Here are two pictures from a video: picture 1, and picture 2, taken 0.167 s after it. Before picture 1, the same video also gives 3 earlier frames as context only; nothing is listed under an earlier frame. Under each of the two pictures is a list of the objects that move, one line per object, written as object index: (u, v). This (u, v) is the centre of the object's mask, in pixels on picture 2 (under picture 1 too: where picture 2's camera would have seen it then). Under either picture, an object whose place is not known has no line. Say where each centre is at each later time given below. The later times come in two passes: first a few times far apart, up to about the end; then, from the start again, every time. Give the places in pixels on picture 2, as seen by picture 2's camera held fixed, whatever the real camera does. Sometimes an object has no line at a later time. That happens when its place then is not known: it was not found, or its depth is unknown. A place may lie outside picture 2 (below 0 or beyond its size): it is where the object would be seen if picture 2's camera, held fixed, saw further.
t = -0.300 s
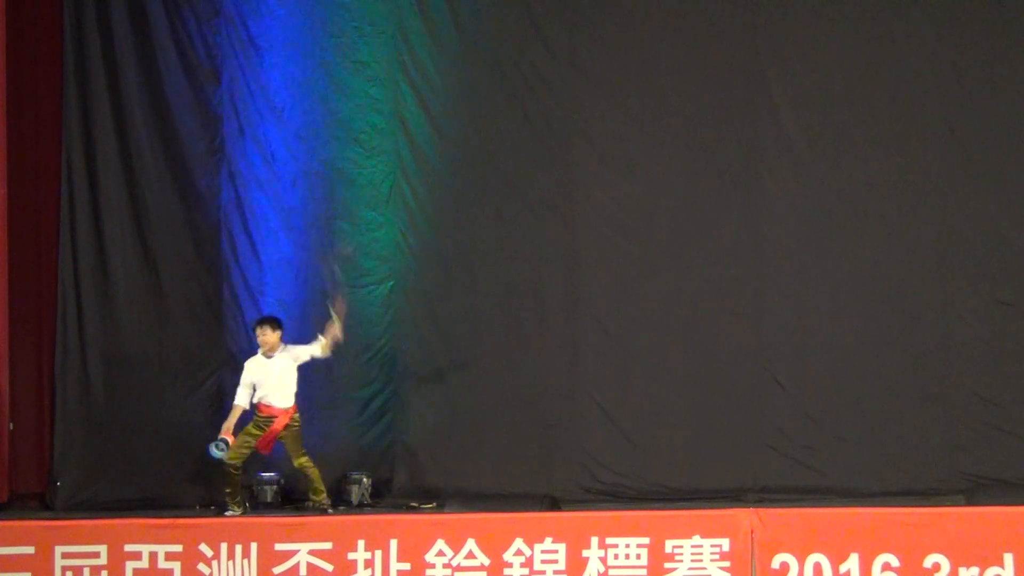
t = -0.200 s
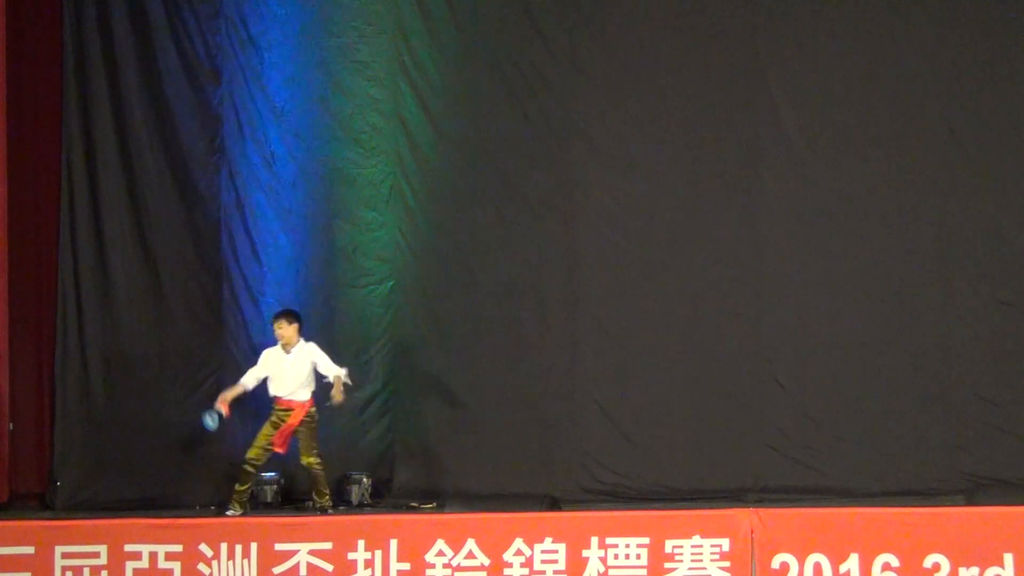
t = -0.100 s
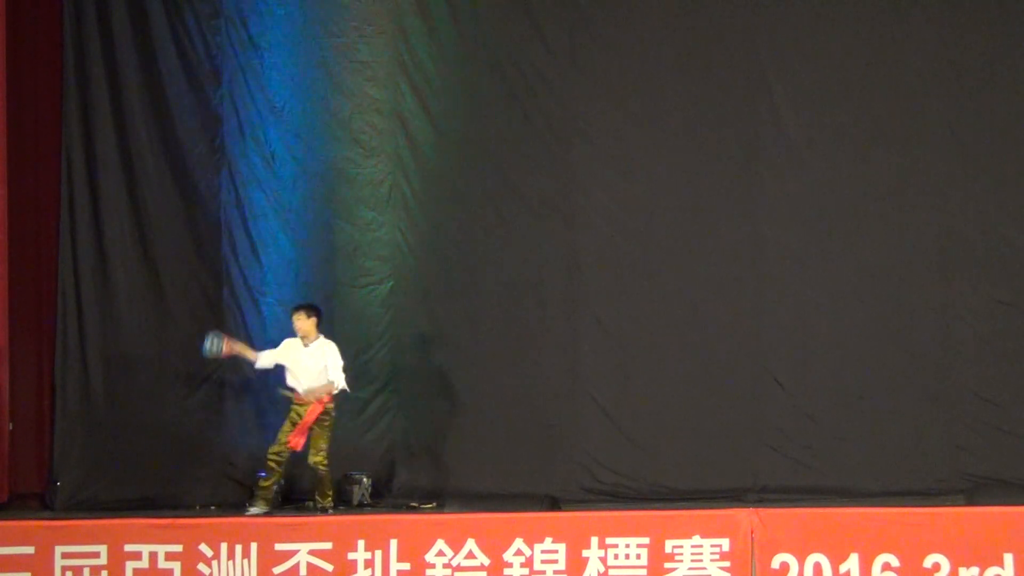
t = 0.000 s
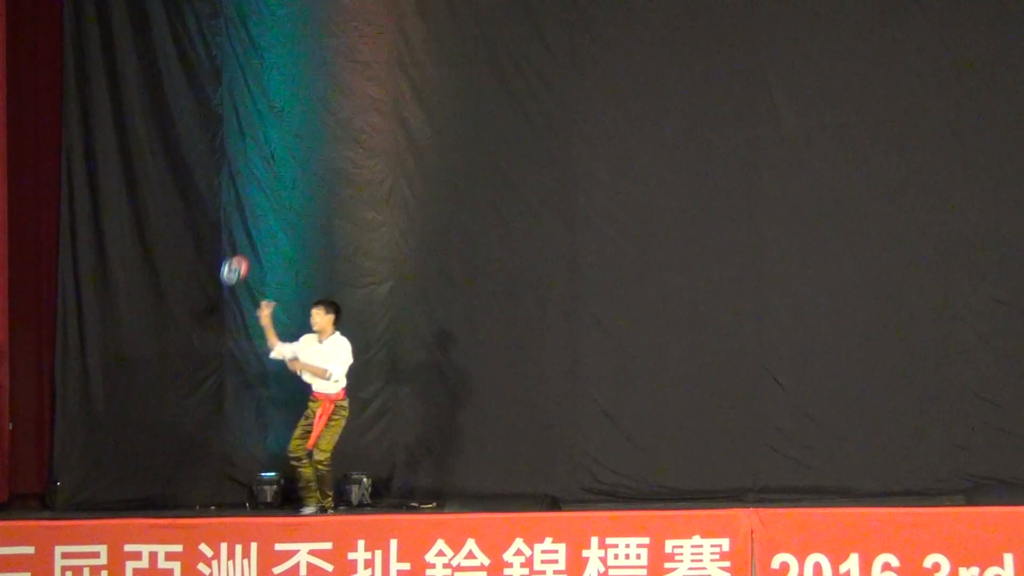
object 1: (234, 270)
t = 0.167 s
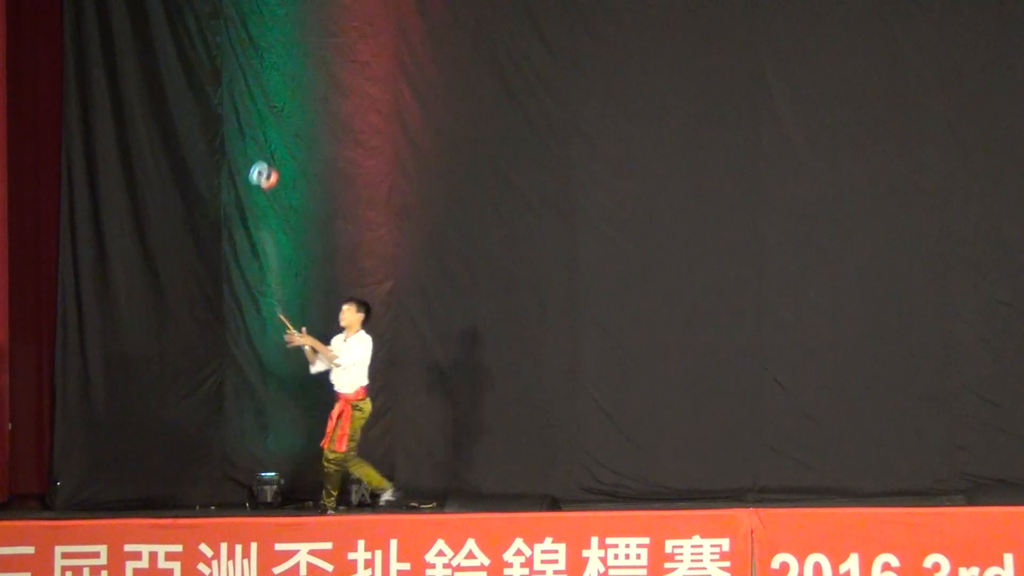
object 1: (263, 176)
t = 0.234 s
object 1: (275, 148)
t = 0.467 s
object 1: (318, 100)
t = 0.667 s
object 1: (356, 118)
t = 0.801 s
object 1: (382, 161)
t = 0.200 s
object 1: (270, 161)
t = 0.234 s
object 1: (275, 148)
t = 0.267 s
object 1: (281, 137)
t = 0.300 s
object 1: (287, 127)
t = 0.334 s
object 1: (293, 118)
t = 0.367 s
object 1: (300, 112)
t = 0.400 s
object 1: (306, 106)
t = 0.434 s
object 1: (312, 102)
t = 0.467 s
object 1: (318, 100)
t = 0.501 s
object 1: (324, 99)
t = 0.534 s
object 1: (330, 100)
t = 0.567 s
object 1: (337, 103)
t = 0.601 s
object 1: (343, 106)
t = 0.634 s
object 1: (349, 110)
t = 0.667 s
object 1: (356, 118)
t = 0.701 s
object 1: (362, 127)
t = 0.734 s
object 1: (368, 138)
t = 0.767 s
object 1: (374, 149)
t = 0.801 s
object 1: (382, 161)
